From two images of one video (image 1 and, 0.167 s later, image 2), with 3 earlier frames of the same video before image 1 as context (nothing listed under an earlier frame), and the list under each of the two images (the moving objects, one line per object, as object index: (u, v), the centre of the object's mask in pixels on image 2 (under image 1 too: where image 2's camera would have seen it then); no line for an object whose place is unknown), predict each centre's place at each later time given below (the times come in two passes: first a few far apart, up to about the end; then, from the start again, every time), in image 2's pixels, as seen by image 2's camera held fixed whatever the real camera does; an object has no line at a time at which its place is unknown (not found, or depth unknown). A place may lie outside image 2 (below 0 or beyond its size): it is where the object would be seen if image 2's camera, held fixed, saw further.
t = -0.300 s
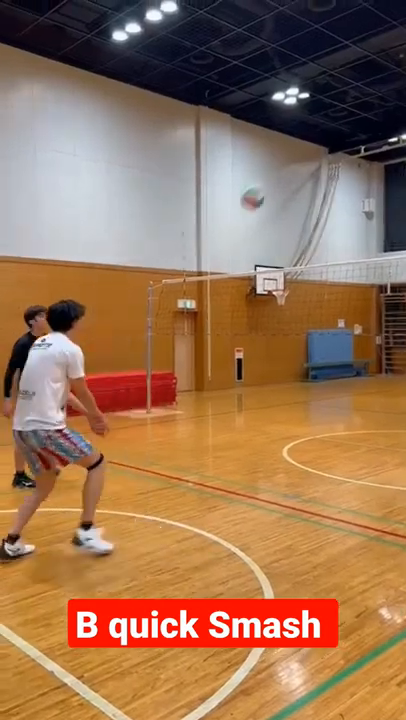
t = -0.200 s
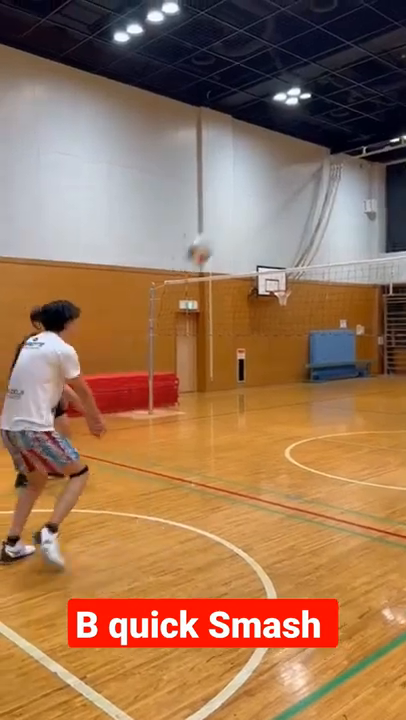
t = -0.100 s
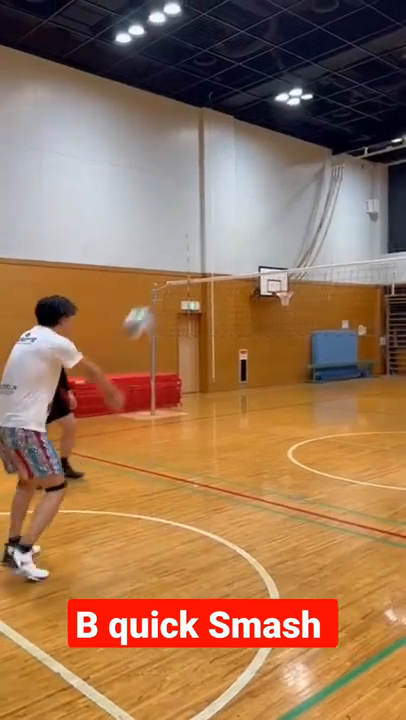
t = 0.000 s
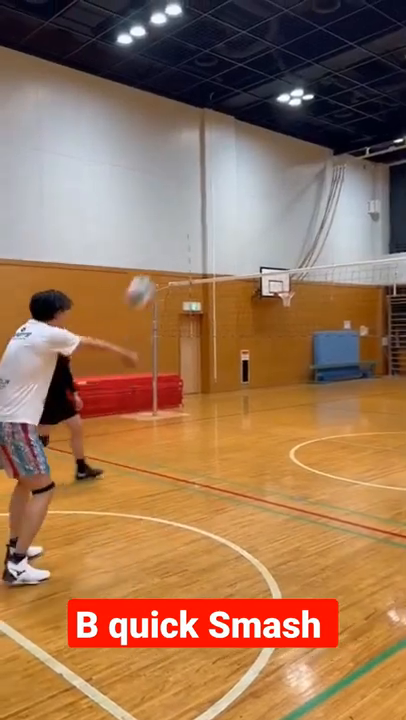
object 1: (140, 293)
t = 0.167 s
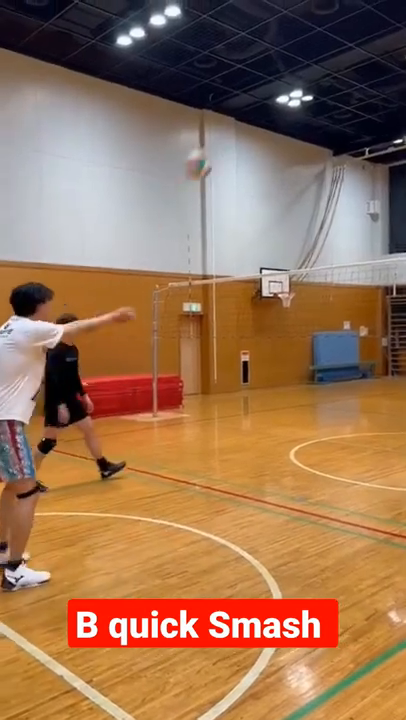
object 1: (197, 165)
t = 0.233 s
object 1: (218, 127)
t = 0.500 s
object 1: (290, 50)
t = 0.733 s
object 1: (341, 56)
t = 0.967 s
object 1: (384, 114)
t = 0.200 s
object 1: (208, 145)
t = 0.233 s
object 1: (218, 127)
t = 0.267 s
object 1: (228, 110)
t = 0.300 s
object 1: (238, 98)
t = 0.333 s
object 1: (247, 86)
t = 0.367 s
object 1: (256, 76)
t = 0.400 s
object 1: (265, 67)
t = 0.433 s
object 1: (274, 60)
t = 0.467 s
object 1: (282, 55)
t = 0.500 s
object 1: (290, 50)
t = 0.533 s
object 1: (298, 47)
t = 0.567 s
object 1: (306, 46)
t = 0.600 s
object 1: (313, 45)
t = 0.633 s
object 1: (321, 46)
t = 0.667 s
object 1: (328, 48)
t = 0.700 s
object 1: (335, 52)
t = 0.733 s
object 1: (341, 56)
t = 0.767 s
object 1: (348, 61)
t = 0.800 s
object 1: (354, 68)
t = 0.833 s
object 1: (361, 75)
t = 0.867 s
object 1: (367, 84)
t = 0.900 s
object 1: (373, 93)
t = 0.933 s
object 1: (378, 103)
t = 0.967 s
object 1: (384, 114)
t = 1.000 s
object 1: (390, 126)
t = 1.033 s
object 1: (395, 139)
